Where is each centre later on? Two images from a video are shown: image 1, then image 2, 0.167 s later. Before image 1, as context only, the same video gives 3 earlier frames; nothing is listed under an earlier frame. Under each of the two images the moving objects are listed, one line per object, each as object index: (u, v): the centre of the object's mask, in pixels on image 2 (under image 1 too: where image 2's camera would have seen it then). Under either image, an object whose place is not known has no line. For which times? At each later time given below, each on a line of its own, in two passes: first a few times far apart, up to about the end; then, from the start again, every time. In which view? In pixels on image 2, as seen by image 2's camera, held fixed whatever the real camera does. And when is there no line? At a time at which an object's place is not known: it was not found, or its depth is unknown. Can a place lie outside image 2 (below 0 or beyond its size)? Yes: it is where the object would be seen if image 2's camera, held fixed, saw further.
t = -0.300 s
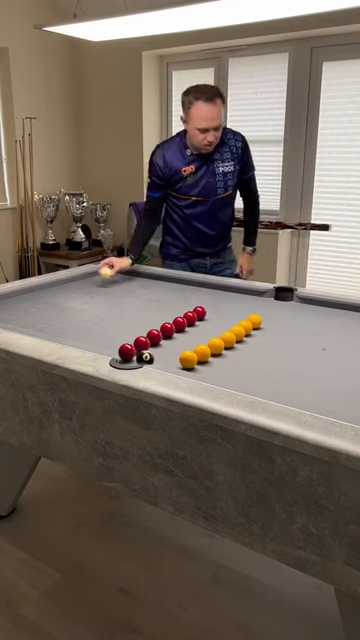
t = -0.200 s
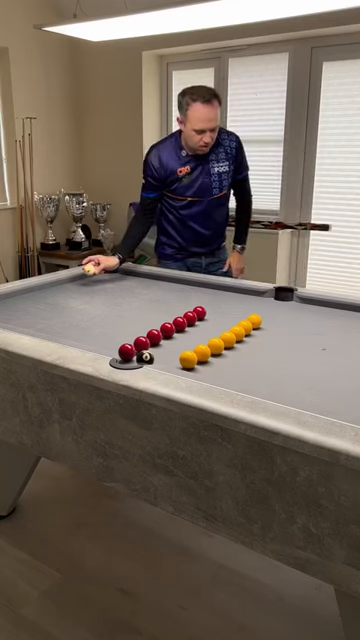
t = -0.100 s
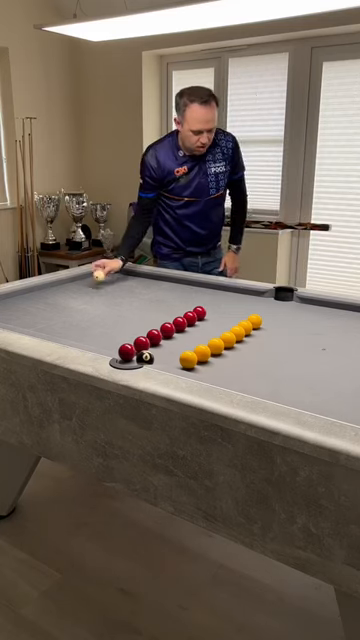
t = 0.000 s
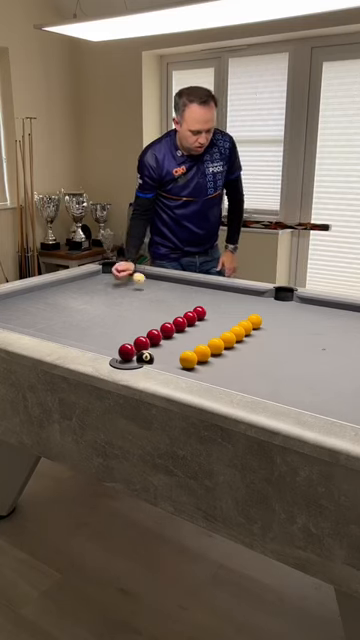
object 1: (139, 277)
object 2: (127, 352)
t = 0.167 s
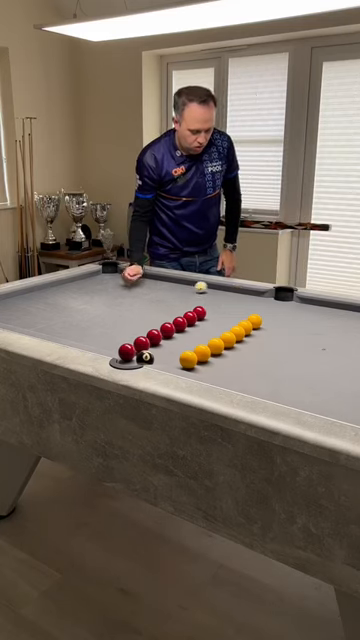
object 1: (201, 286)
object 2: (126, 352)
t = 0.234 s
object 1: (224, 287)
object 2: (127, 352)
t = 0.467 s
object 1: (254, 298)
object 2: (127, 352)
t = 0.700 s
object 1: (247, 308)
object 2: (127, 352)
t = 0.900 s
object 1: (230, 316)
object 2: (127, 352)
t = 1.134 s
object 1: (209, 326)
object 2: (127, 352)
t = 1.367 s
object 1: (188, 336)
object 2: (127, 352)
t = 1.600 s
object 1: (164, 348)
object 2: (127, 352)
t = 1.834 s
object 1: (145, 352)
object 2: (126, 352)
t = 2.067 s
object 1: (140, 356)
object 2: (122, 351)
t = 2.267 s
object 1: (137, 357)
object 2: (120, 350)
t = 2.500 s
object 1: (136, 357)
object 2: (117, 349)
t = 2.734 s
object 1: (135, 358)
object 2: (116, 349)
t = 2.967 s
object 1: (135, 358)
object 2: (116, 349)
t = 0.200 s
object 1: (213, 287)
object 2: (126, 352)
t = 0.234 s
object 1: (224, 287)
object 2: (127, 352)
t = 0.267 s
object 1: (233, 289)
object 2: (126, 352)
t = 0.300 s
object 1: (237, 290)
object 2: (126, 352)
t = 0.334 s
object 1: (242, 292)
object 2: (126, 352)
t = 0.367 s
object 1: (246, 293)
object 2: (127, 352)
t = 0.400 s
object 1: (249, 295)
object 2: (127, 352)
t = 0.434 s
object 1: (251, 297)
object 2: (127, 352)
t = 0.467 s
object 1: (254, 298)
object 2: (127, 352)
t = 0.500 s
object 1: (254, 300)
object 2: (127, 352)
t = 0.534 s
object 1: (255, 301)
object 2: (127, 352)
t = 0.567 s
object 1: (256, 302)
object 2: (127, 352)
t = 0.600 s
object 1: (254, 303)
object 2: (127, 352)
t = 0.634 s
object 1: (253, 305)
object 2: (127, 352)
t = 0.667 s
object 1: (250, 306)
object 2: (127, 352)
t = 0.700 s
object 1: (247, 308)
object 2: (127, 352)
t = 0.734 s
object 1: (245, 309)
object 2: (127, 352)
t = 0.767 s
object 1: (242, 311)
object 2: (127, 352)
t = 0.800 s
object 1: (239, 312)
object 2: (127, 352)
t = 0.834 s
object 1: (236, 313)
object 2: (127, 352)
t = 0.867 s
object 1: (233, 314)
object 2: (127, 352)
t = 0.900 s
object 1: (230, 316)
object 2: (127, 352)
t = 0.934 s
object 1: (228, 317)
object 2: (127, 352)
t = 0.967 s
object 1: (225, 318)
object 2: (127, 352)
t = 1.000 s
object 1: (222, 320)
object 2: (127, 352)
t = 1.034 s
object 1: (219, 322)
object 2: (127, 352)
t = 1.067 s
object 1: (216, 323)
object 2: (127, 352)
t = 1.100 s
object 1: (213, 324)
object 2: (127, 352)
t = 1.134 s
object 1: (209, 326)
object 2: (127, 352)
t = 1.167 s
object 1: (207, 327)
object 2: (127, 352)
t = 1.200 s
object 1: (204, 329)
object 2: (127, 352)
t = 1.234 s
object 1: (200, 330)
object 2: (127, 352)
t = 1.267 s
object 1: (198, 332)
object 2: (127, 352)
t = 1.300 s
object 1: (194, 333)
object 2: (127, 352)
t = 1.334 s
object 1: (191, 335)
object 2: (127, 352)
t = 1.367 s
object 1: (188, 336)
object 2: (127, 352)
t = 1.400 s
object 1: (184, 338)
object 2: (127, 352)
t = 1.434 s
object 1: (181, 339)
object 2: (127, 352)
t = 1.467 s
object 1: (177, 341)
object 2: (127, 352)
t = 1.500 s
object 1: (174, 343)
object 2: (127, 352)
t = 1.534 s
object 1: (171, 344)
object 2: (127, 352)
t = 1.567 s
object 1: (167, 346)
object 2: (127, 352)
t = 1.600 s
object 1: (164, 348)
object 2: (127, 352)
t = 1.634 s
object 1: (160, 349)
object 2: (127, 352)
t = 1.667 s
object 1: (158, 350)
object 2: (127, 352)
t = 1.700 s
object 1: (154, 351)
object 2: (127, 352)
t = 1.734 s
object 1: (152, 351)
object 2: (126, 352)
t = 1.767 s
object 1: (149, 351)
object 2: (126, 352)
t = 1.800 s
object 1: (146, 351)
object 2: (126, 352)
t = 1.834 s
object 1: (145, 352)
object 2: (126, 352)
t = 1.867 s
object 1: (143, 353)
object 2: (126, 352)
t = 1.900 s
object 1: (142, 354)
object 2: (125, 352)
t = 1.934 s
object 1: (142, 355)
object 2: (125, 352)
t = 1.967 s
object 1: (141, 355)
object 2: (124, 351)
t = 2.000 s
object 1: (141, 355)
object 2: (123, 351)
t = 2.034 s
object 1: (140, 355)
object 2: (123, 351)
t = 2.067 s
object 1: (140, 356)
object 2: (122, 351)
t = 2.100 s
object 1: (139, 356)
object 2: (122, 351)
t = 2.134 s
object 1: (139, 356)
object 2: (121, 350)
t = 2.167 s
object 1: (139, 356)
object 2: (121, 350)
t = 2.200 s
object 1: (138, 356)
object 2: (121, 350)
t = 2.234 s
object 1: (138, 356)
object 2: (120, 350)
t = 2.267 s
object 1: (137, 357)
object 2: (120, 350)
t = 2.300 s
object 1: (137, 357)
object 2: (119, 350)
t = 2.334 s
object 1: (137, 357)
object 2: (119, 350)
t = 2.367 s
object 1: (137, 357)
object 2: (118, 349)
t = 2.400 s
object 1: (136, 357)
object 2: (118, 349)
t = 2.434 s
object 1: (136, 357)
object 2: (118, 349)
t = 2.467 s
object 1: (136, 357)
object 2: (118, 349)
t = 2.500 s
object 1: (136, 357)
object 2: (117, 349)
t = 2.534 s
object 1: (136, 357)
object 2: (117, 349)
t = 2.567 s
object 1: (135, 357)
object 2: (117, 349)
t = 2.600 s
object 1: (135, 357)
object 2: (117, 349)
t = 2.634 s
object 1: (135, 358)
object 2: (116, 349)
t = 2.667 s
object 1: (135, 358)
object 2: (116, 349)
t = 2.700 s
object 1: (135, 358)
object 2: (116, 349)
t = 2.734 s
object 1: (135, 358)
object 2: (116, 349)
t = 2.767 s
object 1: (135, 358)
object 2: (116, 349)
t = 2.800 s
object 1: (135, 358)
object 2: (116, 349)
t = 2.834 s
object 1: (135, 358)
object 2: (116, 349)
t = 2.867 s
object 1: (135, 358)
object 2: (116, 349)
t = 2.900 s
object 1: (135, 357)
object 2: (116, 349)
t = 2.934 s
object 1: (135, 357)
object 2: (116, 349)
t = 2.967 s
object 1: (135, 358)
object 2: (116, 349)
